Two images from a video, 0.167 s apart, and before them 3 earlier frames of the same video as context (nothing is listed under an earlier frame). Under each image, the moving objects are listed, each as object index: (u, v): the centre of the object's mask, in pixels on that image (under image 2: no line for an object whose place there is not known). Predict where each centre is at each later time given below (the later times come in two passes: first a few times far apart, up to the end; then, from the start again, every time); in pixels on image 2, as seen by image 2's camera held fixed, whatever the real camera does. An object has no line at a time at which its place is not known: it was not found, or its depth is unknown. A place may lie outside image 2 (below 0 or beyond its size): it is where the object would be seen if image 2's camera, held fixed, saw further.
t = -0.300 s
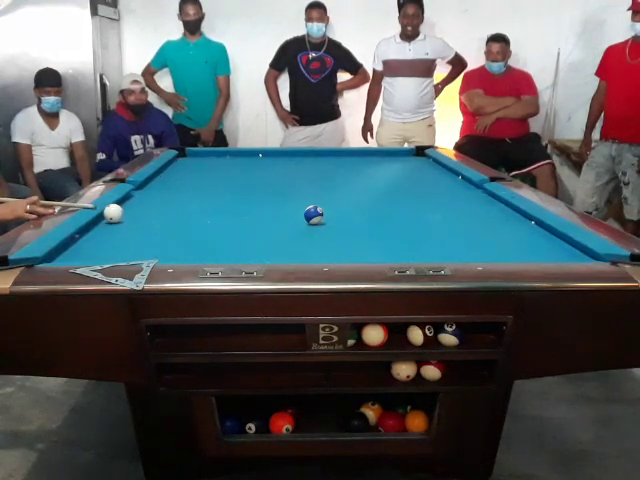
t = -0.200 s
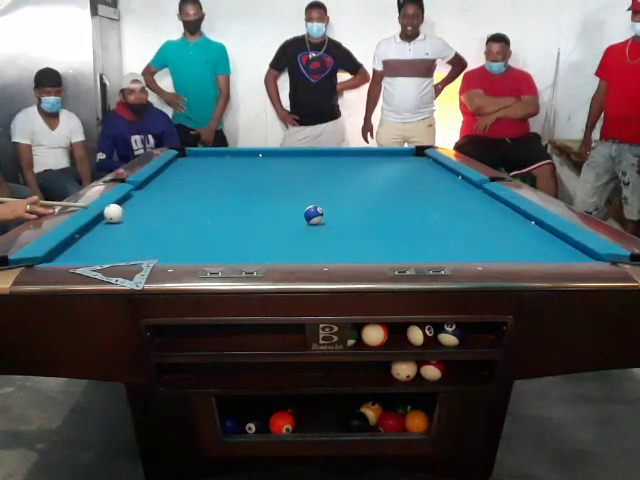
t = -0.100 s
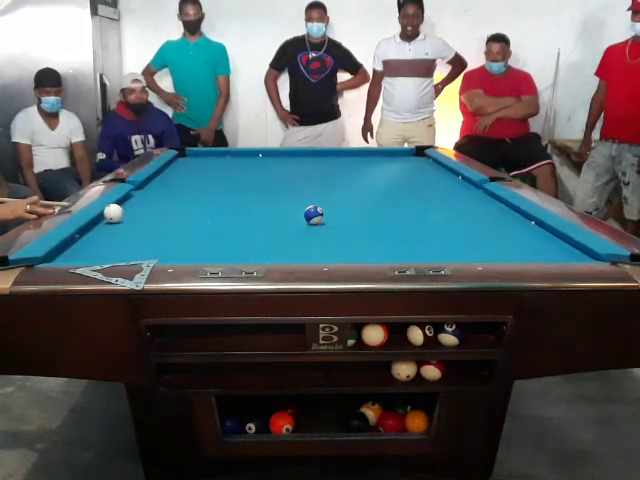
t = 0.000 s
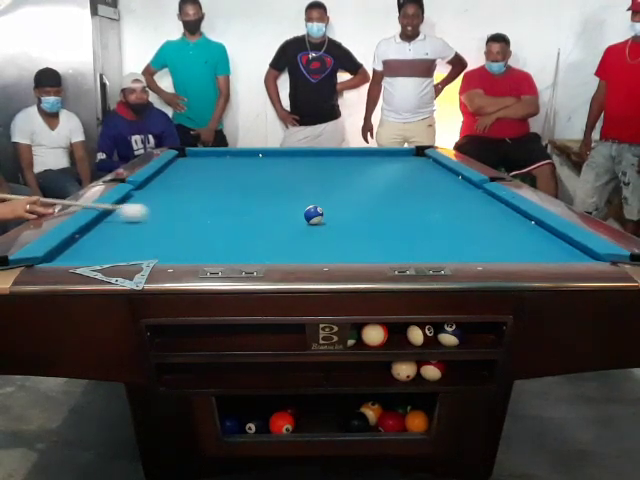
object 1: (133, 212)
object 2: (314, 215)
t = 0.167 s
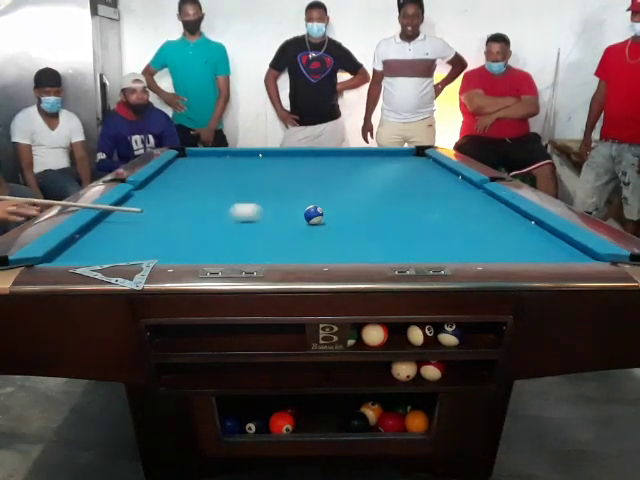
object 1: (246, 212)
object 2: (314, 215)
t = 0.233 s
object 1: (289, 211)
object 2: (314, 215)
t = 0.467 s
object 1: (391, 202)
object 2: (360, 224)
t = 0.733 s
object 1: (485, 194)
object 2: (418, 235)
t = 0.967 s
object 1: (421, 189)
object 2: (473, 246)
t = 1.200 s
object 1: (364, 185)
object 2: (533, 252)
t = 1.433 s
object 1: (312, 181)
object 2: (570, 253)
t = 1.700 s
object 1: (258, 178)
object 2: (567, 249)
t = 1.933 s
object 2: (542, 243)
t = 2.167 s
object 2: (519, 238)
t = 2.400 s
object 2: (498, 234)
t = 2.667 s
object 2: (480, 229)
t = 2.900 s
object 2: (465, 225)
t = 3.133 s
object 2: (451, 223)
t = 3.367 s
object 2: (441, 220)
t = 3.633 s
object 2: (431, 218)
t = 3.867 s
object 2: (424, 215)
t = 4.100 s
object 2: (417, 213)
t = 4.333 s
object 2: (413, 212)
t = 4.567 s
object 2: (408, 212)
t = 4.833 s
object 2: (404, 211)
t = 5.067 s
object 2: (402, 210)
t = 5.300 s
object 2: (400, 210)
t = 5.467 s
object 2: (400, 210)
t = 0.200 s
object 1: (268, 212)
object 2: (314, 215)
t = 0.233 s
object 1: (289, 211)
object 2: (314, 215)
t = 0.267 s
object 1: (306, 210)
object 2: (319, 217)
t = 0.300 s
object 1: (320, 206)
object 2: (326, 219)
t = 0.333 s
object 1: (335, 205)
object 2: (334, 219)
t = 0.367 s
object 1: (350, 205)
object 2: (341, 220)
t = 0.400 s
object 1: (363, 205)
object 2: (347, 222)
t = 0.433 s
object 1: (377, 204)
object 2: (353, 222)
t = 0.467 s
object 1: (391, 202)
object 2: (360, 224)
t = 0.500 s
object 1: (404, 201)
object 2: (367, 226)
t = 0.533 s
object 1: (417, 200)
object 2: (374, 227)
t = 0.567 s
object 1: (429, 199)
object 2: (381, 227)
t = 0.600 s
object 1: (442, 198)
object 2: (389, 229)
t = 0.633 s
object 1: (453, 197)
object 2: (396, 231)
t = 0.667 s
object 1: (466, 196)
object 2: (402, 232)
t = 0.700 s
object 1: (477, 195)
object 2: (411, 233)
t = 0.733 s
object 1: (485, 194)
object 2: (418, 235)
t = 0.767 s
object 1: (476, 193)
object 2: (425, 236)
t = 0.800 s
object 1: (465, 192)
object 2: (433, 237)
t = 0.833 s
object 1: (456, 192)
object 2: (441, 239)
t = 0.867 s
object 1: (447, 191)
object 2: (450, 241)
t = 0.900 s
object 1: (438, 191)
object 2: (456, 242)
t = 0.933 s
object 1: (429, 190)
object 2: (465, 243)
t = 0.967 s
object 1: (421, 189)
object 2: (473, 246)
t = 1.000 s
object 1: (412, 189)
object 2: (481, 247)
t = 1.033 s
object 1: (404, 188)
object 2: (489, 248)
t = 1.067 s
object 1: (396, 187)
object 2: (498, 249)
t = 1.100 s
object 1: (388, 187)
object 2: (507, 250)
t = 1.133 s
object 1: (380, 186)
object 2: (514, 251)
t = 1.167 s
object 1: (372, 186)
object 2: (523, 251)
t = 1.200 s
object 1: (364, 185)
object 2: (533, 252)
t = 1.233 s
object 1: (356, 184)
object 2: (542, 253)
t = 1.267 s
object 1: (348, 184)
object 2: (549, 254)
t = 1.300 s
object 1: (341, 183)
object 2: (560, 254)
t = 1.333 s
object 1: (334, 183)
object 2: (563, 254)
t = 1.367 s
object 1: (327, 183)
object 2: (566, 253)
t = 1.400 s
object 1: (319, 182)
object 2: (568, 253)
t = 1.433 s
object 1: (312, 181)
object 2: (570, 253)
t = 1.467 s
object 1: (305, 181)
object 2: (572, 252)
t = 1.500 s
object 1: (298, 181)
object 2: (575, 252)
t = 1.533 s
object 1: (291, 180)
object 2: (578, 251)
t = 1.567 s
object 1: (285, 180)
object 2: (579, 250)
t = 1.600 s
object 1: (278, 179)
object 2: (580, 250)
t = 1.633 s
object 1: (271, 179)
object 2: (575, 249)
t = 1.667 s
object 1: (265, 178)
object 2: (571, 249)
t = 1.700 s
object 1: (258, 178)
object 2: (567, 249)
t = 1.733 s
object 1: (252, 177)
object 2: (563, 250)
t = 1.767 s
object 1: (246, 177)
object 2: (560, 249)
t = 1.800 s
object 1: (240, 176)
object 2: (555, 247)
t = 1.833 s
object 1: (233, 176)
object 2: (552, 246)
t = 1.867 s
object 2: (549, 246)
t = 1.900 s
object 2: (546, 244)
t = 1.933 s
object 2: (542, 243)
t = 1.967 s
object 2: (539, 242)
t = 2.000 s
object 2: (535, 241)
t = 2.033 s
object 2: (532, 241)
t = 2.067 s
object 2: (529, 240)
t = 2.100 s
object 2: (526, 240)
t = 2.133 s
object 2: (523, 239)
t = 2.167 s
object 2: (519, 238)
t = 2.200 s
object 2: (516, 238)
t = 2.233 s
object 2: (513, 237)
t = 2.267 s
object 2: (510, 236)
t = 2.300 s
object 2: (507, 235)
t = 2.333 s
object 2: (504, 235)
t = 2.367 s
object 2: (501, 234)
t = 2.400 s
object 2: (498, 234)
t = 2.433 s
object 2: (496, 233)
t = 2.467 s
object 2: (494, 232)
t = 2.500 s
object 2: (492, 232)
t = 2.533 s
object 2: (489, 231)
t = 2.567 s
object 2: (487, 231)
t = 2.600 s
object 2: (484, 230)
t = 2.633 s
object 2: (482, 229)
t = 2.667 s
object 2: (480, 229)
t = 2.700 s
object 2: (477, 229)
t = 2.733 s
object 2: (475, 228)
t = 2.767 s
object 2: (473, 227)
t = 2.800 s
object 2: (471, 227)
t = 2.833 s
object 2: (469, 226)
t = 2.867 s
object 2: (467, 226)
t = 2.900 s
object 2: (465, 225)
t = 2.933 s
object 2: (463, 225)
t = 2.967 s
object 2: (461, 224)
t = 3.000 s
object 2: (459, 224)
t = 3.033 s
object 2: (457, 224)
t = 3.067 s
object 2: (455, 223)
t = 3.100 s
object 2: (453, 223)
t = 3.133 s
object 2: (451, 223)
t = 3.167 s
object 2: (450, 222)
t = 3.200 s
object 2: (449, 222)
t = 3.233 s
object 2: (447, 221)
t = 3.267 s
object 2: (446, 221)
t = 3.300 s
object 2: (445, 221)
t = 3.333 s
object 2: (443, 220)
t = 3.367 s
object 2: (441, 220)
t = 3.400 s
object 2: (440, 220)
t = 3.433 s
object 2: (439, 219)
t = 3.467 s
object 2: (437, 219)
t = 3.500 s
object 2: (436, 218)
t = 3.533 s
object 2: (435, 218)
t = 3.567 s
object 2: (434, 218)
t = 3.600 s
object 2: (433, 218)
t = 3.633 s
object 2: (431, 218)
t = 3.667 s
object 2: (430, 217)
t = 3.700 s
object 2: (429, 217)
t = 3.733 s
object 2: (428, 216)
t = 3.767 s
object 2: (427, 216)
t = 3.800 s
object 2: (426, 216)
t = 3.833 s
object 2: (425, 216)
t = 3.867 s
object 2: (424, 215)
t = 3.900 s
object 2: (423, 215)
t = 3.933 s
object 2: (422, 215)
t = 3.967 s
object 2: (421, 214)
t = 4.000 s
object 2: (420, 214)
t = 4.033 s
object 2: (419, 214)
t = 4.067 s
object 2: (418, 214)
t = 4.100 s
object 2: (417, 213)
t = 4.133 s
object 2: (416, 213)
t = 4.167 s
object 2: (415, 213)
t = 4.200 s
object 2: (415, 213)
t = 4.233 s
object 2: (415, 213)
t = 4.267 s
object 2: (414, 213)
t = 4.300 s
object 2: (413, 212)
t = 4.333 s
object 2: (413, 212)
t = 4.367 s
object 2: (411, 212)
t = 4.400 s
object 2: (411, 212)
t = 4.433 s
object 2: (410, 212)
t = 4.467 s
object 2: (410, 212)
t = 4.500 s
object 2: (409, 212)
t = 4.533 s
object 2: (408, 212)
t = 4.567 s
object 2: (408, 212)
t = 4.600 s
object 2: (408, 211)
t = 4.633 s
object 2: (407, 211)
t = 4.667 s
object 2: (407, 211)
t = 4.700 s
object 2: (406, 211)
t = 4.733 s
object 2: (405, 211)
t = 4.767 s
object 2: (405, 211)
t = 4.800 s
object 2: (404, 211)
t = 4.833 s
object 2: (404, 211)
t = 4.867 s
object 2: (403, 211)
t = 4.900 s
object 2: (403, 211)
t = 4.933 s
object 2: (403, 210)
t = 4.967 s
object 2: (403, 210)
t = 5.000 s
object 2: (402, 210)
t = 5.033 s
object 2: (402, 210)
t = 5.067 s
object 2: (402, 210)
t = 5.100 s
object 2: (401, 210)
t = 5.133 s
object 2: (401, 210)
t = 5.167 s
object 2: (401, 210)
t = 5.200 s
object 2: (401, 210)
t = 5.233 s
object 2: (400, 210)
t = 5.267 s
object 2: (400, 210)
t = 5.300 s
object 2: (400, 210)
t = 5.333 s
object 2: (400, 210)
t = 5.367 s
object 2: (400, 210)
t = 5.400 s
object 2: (400, 210)
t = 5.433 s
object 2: (400, 210)
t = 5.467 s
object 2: (400, 210)
